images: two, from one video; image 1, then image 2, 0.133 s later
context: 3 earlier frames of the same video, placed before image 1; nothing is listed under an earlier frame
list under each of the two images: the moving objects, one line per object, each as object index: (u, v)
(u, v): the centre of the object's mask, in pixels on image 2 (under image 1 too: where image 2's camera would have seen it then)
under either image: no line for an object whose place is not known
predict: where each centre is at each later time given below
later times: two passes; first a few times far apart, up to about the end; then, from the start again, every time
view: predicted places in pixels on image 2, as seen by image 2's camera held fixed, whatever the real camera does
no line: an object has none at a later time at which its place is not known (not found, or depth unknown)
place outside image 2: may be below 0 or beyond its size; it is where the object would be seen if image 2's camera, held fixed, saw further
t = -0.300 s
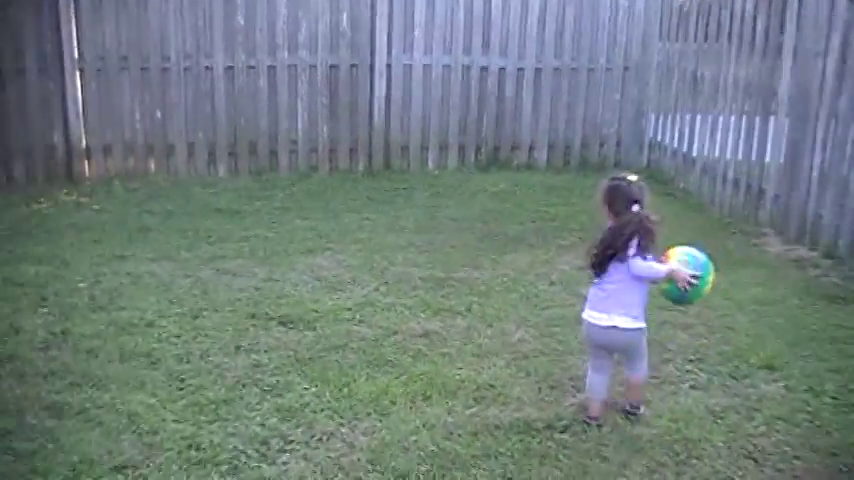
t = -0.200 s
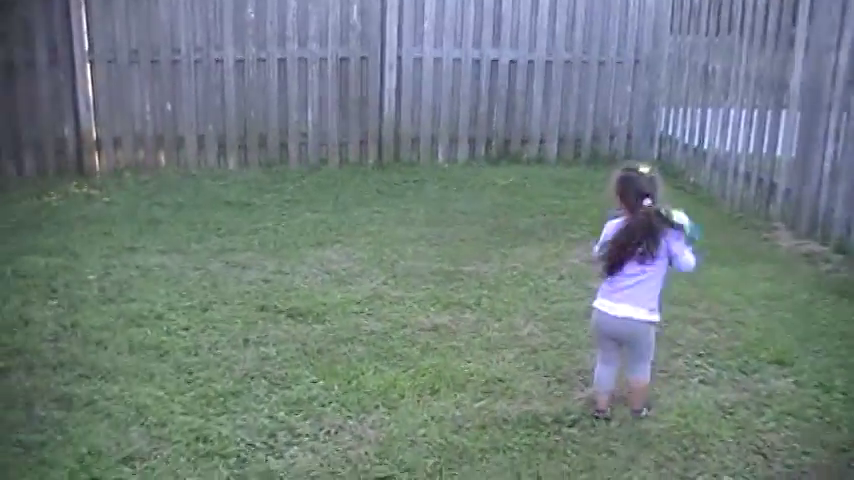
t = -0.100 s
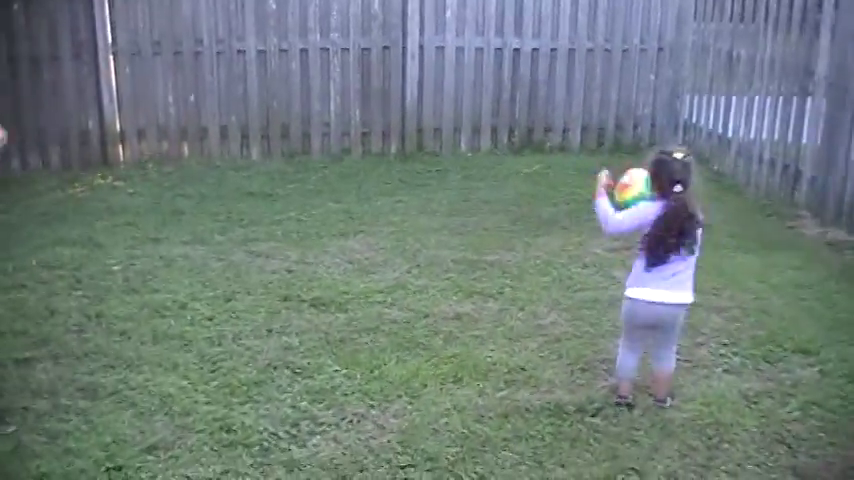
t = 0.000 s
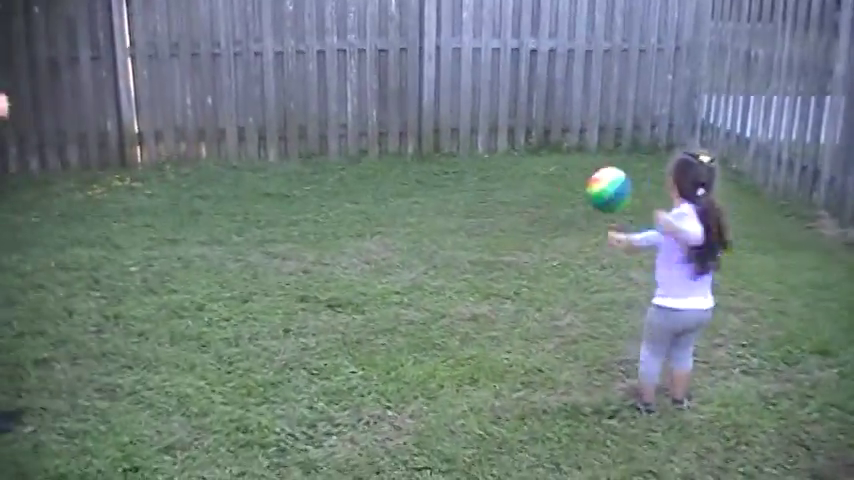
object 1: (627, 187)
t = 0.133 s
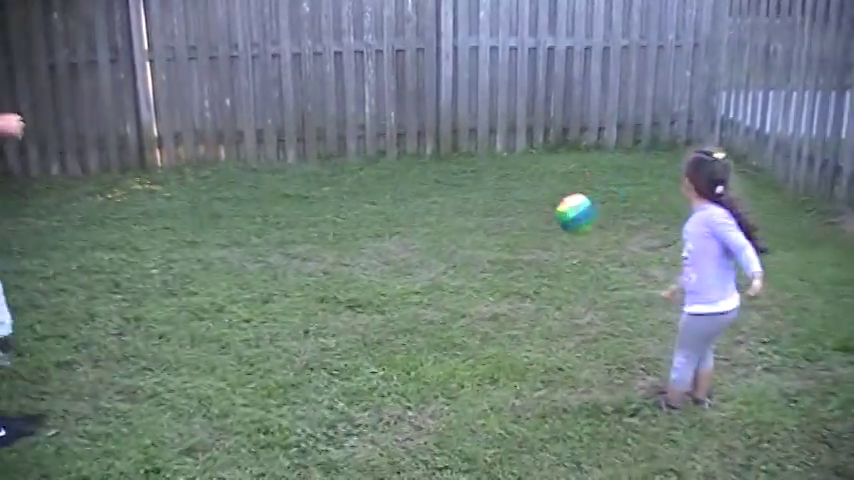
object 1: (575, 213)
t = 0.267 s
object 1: (543, 237)
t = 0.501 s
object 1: (529, 202)
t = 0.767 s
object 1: (511, 206)
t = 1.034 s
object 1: (498, 196)
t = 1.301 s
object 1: (492, 188)
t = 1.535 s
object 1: (486, 184)
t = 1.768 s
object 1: (480, 183)
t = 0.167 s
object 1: (564, 223)
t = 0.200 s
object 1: (553, 236)
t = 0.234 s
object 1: (544, 243)
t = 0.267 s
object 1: (543, 237)
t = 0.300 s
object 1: (541, 226)
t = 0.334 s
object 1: (540, 217)
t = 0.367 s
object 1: (538, 209)
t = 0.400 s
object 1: (535, 205)
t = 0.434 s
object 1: (532, 203)
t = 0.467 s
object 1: (531, 202)
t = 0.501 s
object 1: (529, 202)
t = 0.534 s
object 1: (526, 205)
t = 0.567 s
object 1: (524, 210)
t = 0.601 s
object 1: (522, 216)
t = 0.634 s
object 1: (521, 217)
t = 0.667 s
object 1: (519, 214)
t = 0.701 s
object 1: (516, 209)
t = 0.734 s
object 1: (513, 206)
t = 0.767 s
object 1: (511, 206)
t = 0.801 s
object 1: (509, 204)
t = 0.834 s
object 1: (505, 205)
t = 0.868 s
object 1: (503, 204)
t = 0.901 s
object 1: (502, 202)
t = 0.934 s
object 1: (501, 200)
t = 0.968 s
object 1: (500, 198)
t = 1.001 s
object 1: (499, 197)
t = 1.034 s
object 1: (498, 196)
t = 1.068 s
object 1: (497, 196)
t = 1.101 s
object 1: (496, 196)
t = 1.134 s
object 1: (496, 195)
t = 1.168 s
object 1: (494, 192)
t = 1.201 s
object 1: (494, 191)
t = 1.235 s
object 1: (494, 190)
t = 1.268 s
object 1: (493, 189)
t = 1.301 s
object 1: (492, 188)
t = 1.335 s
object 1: (491, 188)
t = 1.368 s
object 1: (490, 188)
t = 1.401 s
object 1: (489, 186)
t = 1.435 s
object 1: (489, 185)
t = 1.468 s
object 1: (488, 185)
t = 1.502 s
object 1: (487, 185)
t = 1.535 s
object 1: (486, 184)
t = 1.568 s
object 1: (486, 184)
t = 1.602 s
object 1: (484, 184)
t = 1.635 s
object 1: (482, 185)
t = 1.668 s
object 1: (482, 184)
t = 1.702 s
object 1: (481, 184)
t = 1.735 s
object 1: (480, 183)
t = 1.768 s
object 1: (480, 183)
